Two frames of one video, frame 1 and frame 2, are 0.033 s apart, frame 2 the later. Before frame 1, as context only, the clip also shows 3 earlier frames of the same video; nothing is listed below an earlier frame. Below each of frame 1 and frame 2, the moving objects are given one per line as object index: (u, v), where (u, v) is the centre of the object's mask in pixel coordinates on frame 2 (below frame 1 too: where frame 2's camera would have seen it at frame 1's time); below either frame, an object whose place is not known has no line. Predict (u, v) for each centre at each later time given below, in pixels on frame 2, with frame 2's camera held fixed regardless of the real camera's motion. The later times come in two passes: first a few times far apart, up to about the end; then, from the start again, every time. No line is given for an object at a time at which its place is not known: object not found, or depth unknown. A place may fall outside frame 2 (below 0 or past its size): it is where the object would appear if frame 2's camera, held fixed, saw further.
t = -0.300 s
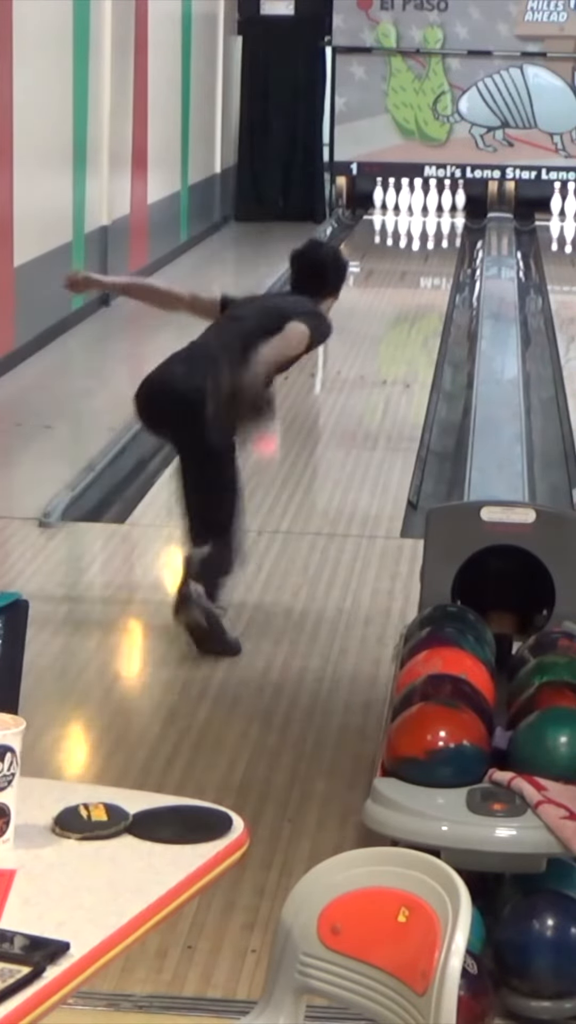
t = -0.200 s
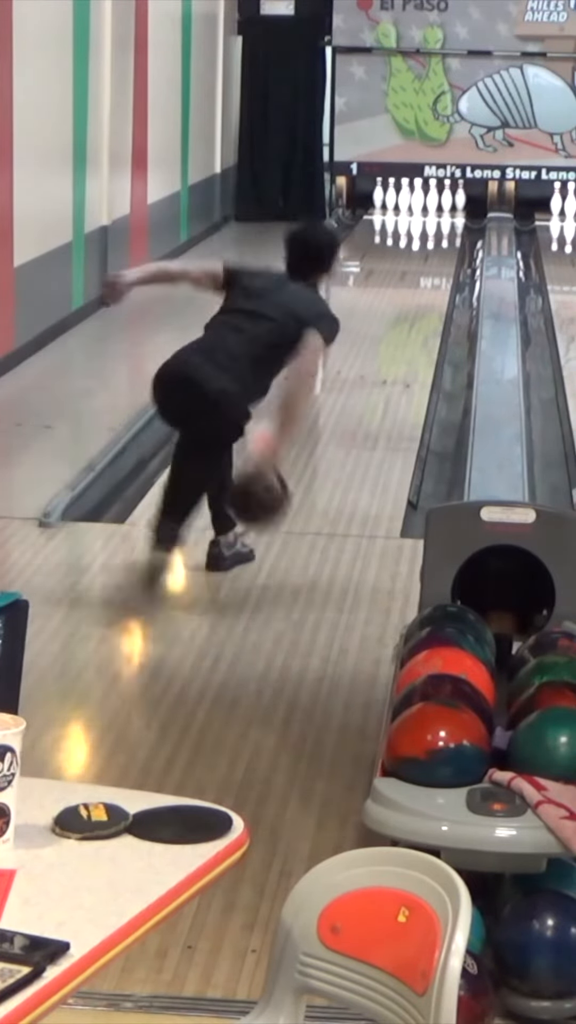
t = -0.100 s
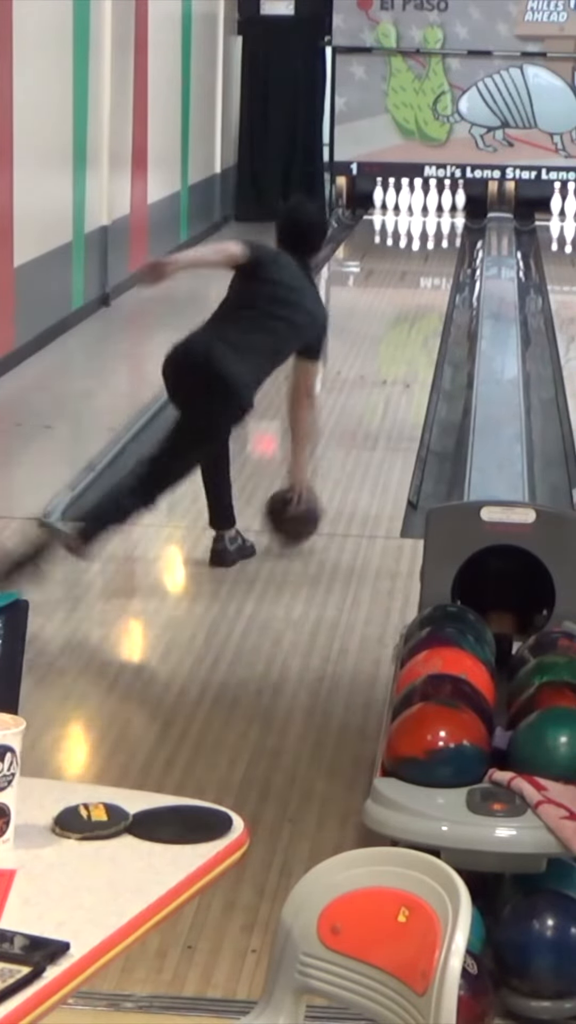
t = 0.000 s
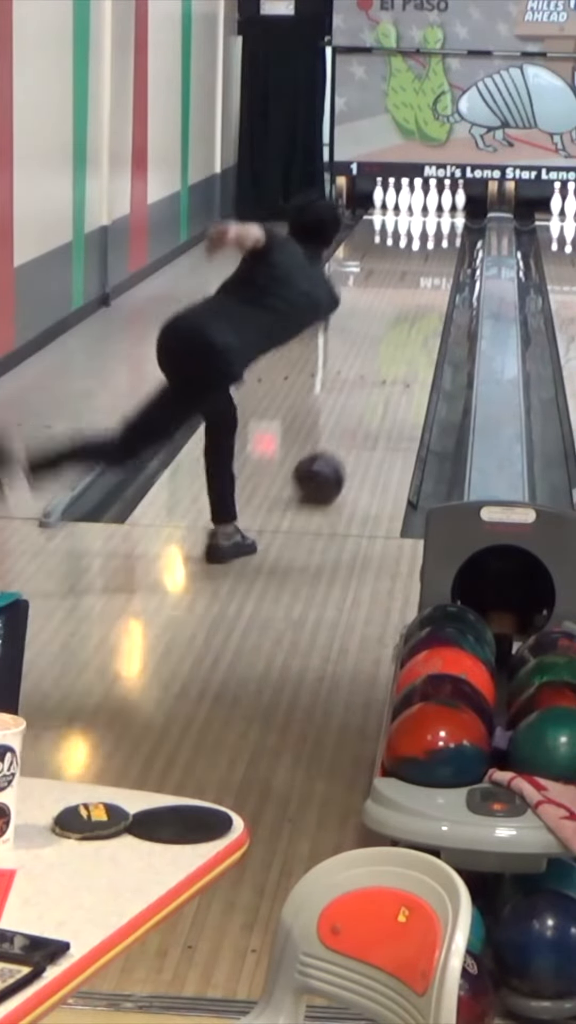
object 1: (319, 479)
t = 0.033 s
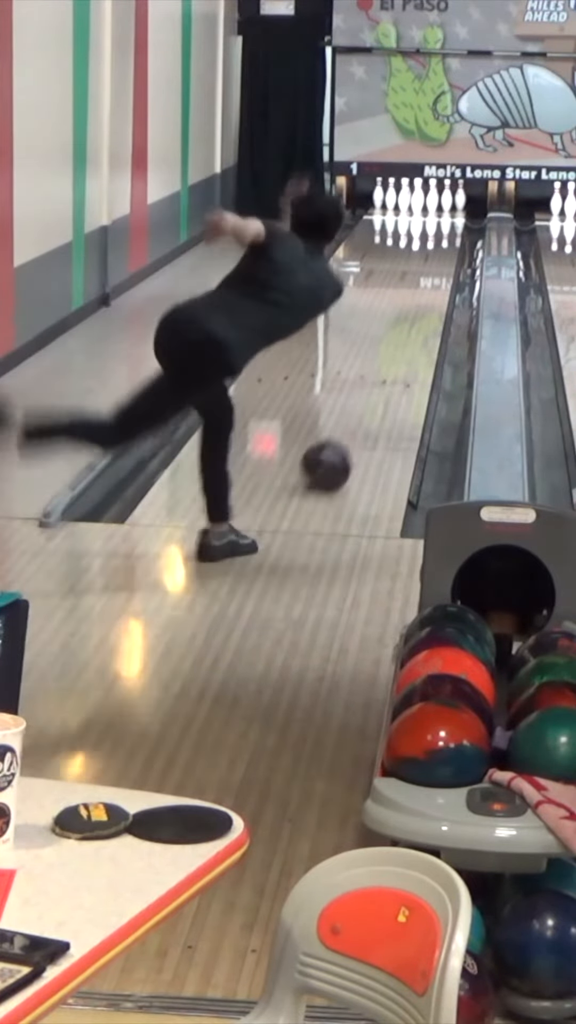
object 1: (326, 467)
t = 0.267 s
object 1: (368, 394)
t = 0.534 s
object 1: (400, 337)
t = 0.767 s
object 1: (417, 303)
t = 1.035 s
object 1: (427, 270)
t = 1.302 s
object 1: (430, 248)
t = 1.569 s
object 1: (428, 229)
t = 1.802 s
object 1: (421, 215)
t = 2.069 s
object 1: (406, 204)
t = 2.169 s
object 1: (400, 201)
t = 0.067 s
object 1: (334, 453)
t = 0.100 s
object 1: (341, 442)
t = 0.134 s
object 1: (347, 432)
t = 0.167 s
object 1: (352, 422)
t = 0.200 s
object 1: (358, 412)
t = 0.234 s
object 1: (363, 403)
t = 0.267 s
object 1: (368, 394)
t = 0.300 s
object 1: (373, 386)
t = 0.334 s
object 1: (378, 378)
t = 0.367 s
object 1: (382, 370)
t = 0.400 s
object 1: (386, 363)
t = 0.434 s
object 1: (390, 356)
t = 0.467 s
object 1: (393, 350)
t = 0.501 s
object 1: (397, 344)
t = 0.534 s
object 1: (400, 337)
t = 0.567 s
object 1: (403, 332)
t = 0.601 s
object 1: (406, 326)
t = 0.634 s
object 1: (408, 321)
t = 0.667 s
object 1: (410, 316)
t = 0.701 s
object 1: (413, 311)
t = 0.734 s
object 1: (415, 307)
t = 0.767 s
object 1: (417, 303)
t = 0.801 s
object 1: (418, 298)
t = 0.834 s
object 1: (420, 294)
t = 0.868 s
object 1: (421, 289)
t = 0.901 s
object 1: (422, 285)
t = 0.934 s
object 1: (424, 281)
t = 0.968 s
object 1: (425, 278)
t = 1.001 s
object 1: (426, 274)
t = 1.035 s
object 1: (427, 270)
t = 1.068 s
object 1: (427, 268)
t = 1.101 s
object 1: (428, 264)
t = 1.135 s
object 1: (429, 262)
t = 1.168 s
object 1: (429, 259)
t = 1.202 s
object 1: (430, 255)
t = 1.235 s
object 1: (430, 253)
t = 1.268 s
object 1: (430, 250)
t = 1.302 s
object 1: (430, 248)
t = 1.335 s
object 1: (430, 245)
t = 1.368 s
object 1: (430, 243)
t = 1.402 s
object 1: (430, 240)
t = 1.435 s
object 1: (431, 237)
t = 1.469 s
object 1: (430, 235)
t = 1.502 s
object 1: (430, 233)
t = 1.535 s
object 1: (429, 231)
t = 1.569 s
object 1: (428, 229)
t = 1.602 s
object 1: (428, 227)
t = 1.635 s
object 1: (427, 224)
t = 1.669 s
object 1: (426, 222)
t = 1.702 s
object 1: (425, 221)
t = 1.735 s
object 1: (424, 219)
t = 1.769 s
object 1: (422, 217)
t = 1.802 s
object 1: (421, 215)
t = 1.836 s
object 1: (420, 213)
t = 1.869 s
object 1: (419, 212)
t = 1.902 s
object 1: (417, 210)
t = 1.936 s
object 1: (417, 210)
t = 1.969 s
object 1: (415, 207)
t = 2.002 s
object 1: (413, 206)
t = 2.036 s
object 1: (410, 205)
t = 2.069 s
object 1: (406, 204)
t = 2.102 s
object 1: (403, 202)
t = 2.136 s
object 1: (402, 202)
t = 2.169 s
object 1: (400, 201)
